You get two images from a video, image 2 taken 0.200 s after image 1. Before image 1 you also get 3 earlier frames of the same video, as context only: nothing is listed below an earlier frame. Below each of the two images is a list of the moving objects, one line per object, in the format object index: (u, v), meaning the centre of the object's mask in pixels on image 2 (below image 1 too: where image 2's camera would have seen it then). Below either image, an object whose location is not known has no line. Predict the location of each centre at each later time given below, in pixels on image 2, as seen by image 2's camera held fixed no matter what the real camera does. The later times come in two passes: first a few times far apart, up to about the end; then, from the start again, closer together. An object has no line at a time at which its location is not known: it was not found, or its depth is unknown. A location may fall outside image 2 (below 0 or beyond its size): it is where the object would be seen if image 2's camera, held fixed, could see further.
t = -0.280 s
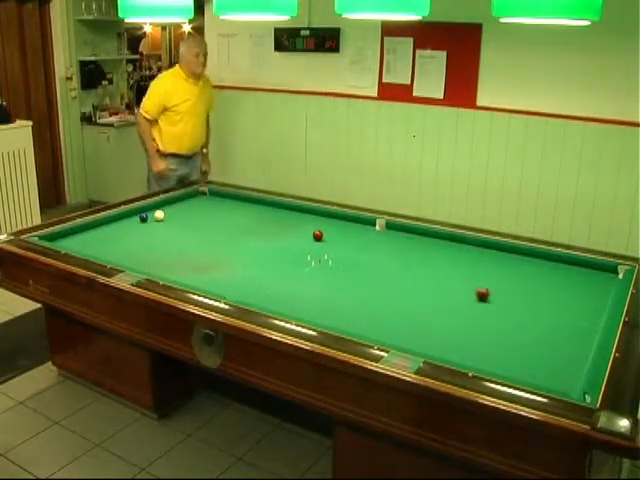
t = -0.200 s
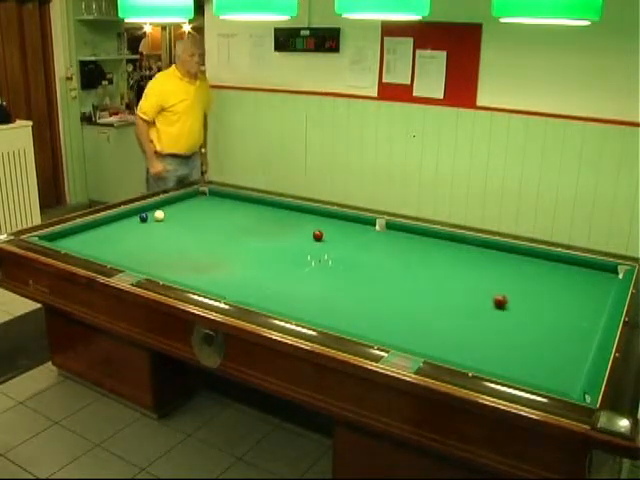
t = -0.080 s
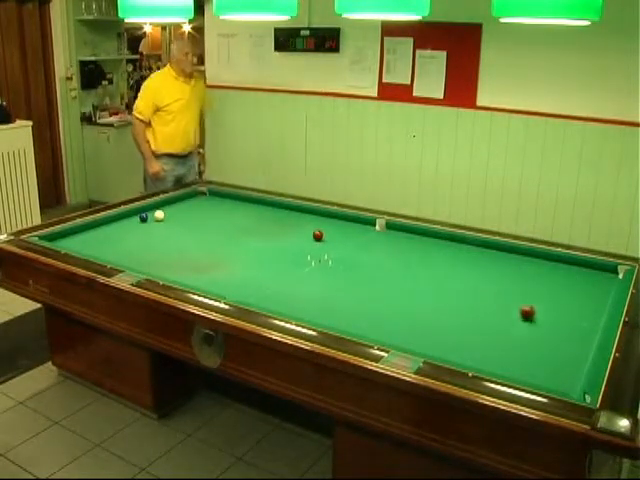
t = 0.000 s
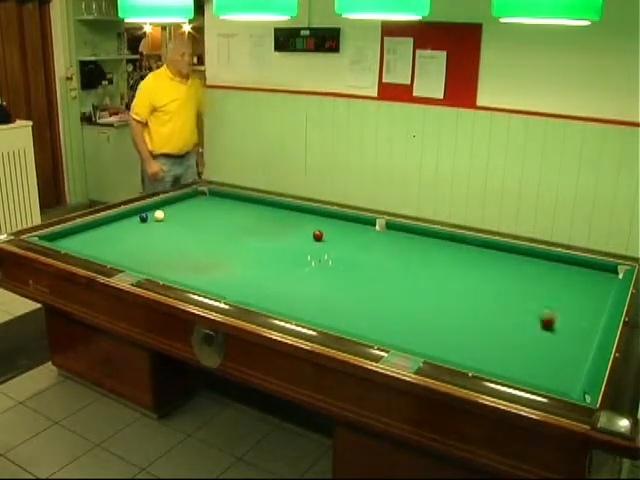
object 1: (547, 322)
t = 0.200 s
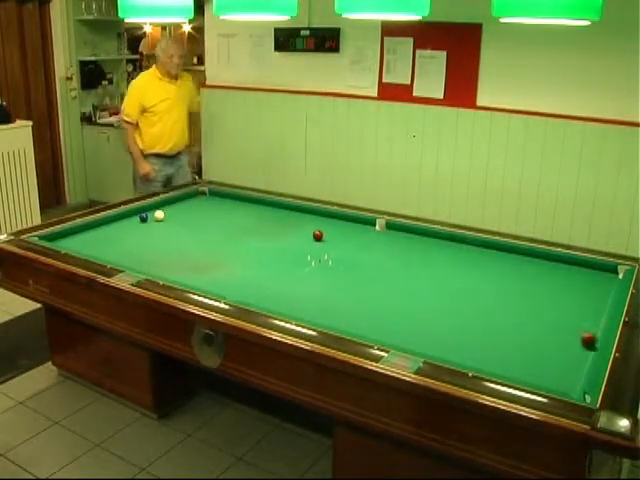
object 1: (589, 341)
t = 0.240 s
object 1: (580, 340)
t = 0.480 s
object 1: (532, 337)
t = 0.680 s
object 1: (495, 335)
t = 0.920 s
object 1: (450, 332)
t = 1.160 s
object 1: (407, 329)
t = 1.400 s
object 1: (365, 327)
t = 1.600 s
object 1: (331, 321)
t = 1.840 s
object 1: (296, 314)
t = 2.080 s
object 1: (277, 306)
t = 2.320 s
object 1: (259, 298)
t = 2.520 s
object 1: (245, 292)
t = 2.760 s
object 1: (229, 284)
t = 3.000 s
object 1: (216, 277)
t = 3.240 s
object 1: (203, 270)
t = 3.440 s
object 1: (193, 265)
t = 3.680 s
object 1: (182, 259)
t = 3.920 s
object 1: (173, 253)
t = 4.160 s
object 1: (163, 248)
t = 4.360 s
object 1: (156, 244)
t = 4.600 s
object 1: (148, 240)
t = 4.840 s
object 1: (141, 236)
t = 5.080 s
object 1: (134, 232)
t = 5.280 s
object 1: (129, 229)
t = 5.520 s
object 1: (124, 227)
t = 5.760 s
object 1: (119, 223)
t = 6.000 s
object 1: (114, 220)
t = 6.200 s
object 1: (115, 220)
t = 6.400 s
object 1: (120, 220)
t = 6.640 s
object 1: (127, 220)
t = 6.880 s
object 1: (131, 221)
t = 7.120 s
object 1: (137, 221)
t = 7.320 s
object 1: (140, 221)
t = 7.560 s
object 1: (143, 221)
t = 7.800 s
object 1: (146, 221)
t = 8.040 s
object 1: (149, 222)
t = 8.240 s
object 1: (152, 222)
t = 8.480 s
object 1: (153, 223)
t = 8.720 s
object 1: (155, 223)
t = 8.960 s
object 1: (156, 223)
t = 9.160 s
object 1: (156, 223)
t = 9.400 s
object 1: (157, 223)
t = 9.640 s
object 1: (157, 223)
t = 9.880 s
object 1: (157, 222)
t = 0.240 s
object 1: (580, 340)
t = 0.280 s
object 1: (571, 339)
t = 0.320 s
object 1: (562, 339)
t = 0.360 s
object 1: (555, 339)
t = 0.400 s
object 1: (547, 338)
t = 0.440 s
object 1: (540, 338)
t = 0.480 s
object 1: (532, 337)
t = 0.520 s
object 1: (525, 337)
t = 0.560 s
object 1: (518, 336)
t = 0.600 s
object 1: (510, 336)
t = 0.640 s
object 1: (502, 335)
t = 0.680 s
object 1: (495, 335)
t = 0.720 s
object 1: (488, 334)
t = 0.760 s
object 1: (480, 334)
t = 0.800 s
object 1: (473, 334)
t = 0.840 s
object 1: (465, 333)
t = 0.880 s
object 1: (458, 332)
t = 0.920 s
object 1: (450, 332)
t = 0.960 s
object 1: (443, 331)
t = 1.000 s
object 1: (436, 331)
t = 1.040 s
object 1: (429, 330)
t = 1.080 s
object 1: (421, 330)
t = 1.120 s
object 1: (414, 329)
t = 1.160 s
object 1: (407, 329)
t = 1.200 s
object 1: (400, 328)
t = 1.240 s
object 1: (393, 328)
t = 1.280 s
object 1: (386, 328)
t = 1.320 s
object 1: (379, 327)
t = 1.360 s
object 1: (372, 326)
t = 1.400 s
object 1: (365, 327)
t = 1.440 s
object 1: (358, 326)
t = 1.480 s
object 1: (351, 325)
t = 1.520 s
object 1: (344, 323)
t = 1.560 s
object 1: (337, 322)
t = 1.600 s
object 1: (331, 321)
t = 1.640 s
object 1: (325, 320)
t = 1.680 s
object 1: (319, 319)
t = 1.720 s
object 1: (312, 317)
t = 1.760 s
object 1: (304, 317)
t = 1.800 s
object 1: (300, 315)
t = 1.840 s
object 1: (296, 314)
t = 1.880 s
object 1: (294, 312)
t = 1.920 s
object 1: (290, 311)
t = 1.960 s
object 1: (287, 310)
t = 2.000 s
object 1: (283, 308)
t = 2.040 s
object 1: (280, 307)
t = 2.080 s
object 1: (277, 306)
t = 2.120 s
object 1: (273, 304)
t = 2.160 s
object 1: (271, 303)
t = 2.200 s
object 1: (267, 302)
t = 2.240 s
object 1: (264, 300)
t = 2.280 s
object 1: (261, 299)
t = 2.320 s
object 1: (259, 298)
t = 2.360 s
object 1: (256, 297)
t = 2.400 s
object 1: (253, 295)
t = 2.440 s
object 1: (250, 294)
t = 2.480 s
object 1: (247, 293)
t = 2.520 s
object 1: (245, 292)
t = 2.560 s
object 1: (242, 290)
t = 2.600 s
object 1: (240, 289)
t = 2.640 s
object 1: (237, 287)
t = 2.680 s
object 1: (234, 286)
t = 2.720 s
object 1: (232, 285)
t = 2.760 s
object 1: (229, 284)
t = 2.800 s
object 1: (227, 283)
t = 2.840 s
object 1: (225, 281)
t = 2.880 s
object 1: (223, 280)
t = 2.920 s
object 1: (220, 279)
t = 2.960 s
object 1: (218, 278)
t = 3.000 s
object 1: (216, 277)
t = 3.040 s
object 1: (214, 275)
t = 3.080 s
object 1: (211, 274)
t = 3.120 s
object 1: (209, 273)
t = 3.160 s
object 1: (207, 272)
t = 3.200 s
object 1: (205, 271)
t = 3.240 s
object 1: (203, 270)
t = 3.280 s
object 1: (201, 269)
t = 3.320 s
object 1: (199, 267)
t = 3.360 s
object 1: (197, 267)
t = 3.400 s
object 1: (195, 266)
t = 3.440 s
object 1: (193, 265)
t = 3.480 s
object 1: (191, 263)
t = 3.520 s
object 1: (189, 263)
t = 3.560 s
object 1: (188, 262)
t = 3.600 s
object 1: (186, 261)
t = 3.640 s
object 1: (184, 261)
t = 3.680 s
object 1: (182, 259)
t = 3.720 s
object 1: (181, 258)
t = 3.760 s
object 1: (179, 257)
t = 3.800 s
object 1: (177, 256)
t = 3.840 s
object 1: (176, 255)
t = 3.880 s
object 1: (174, 254)
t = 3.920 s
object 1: (173, 253)
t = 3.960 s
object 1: (171, 252)
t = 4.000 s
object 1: (170, 252)
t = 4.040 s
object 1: (168, 251)
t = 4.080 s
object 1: (166, 250)
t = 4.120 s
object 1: (165, 249)
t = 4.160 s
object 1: (163, 248)
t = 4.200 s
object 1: (162, 247)
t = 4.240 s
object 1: (161, 247)
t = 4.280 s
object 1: (159, 246)
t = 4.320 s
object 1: (157, 246)
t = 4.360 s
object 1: (156, 244)
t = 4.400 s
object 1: (155, 244)
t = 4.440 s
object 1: (153, 243)
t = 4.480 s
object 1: (152, 242)
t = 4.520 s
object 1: (151, 241)
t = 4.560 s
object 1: (150, 241)
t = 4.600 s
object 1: (148, 240)
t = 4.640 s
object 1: (147, 239)
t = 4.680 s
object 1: (146, 239)
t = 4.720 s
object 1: (145, 238)
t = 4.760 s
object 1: (144, 238)
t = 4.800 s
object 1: (142, 237)
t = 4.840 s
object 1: (141, 236)
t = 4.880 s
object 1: (140, 235)
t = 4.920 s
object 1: (139, 235)
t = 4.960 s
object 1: (138, 234)
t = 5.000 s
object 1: (136, 233)
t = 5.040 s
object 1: (136, 233)
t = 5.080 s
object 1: (134, 232)
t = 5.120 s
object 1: (133, 232)
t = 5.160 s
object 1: (132, 231)
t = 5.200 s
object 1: (132, 231)
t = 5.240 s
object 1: (130, 230)
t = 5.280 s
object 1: (129, 229)
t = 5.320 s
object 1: (128, 229)
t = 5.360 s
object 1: (128, 228)
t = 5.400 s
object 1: (126, 228)
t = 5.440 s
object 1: (126, 228)
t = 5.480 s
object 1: (125, 227)
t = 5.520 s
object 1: (124, 227)
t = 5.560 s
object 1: (123, 226)
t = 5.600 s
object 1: (122, 226)
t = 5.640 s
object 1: (121, 225)
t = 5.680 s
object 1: (121, 225)
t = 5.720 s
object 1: (119, 223)
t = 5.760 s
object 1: (119, 223)
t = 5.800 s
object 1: (118, 223)
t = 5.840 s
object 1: (117, 222)
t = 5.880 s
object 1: (116, 222)
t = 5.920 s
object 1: (116, 221)
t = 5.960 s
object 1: (115, 220)
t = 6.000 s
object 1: (114, 220)
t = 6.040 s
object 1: (111, 220)
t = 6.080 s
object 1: (111, 220)
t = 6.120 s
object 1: (111, 220)
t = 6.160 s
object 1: (113, 220)
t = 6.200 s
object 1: (115, 220)
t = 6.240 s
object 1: (117, 220)
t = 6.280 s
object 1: (116, 220)
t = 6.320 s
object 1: (118, 220)
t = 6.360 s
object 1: (120, 220)
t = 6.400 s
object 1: (120, 220)
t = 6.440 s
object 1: (122, 220)
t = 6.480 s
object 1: (124, 221)
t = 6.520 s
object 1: (124, 220)
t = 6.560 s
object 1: (125, 220)
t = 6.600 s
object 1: (126, 220)
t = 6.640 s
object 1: (127, 220)
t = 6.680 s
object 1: (127, 220)
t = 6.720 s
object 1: (128, 221)
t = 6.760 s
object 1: (129, 220)
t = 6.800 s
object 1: (130, 220)
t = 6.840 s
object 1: (131, 221)
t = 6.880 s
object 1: (131, 221)
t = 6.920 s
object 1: (132, 221)
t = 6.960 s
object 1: (133, 221)
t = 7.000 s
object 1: (135, 221)
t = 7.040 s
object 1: (135, 221)
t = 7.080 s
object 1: (136, 221)
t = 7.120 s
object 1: (137, 221)
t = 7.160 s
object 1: (138, 221)
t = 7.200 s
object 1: (138, 221)
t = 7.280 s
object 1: (139, 221)
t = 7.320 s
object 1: (140, 221)
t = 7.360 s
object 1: (140, 221)
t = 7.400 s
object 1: (140, 221)
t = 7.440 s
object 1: (142, 221)
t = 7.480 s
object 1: (142, 221)
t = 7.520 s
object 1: (143, 221)
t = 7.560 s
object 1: (143, 221)
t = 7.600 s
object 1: (144, 221)
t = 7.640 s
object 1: (144, 221)
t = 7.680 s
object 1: (144, 221)
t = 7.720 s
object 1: (145, 221)
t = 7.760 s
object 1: (145, 221)
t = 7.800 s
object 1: (146, 221)
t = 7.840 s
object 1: (146, 221)
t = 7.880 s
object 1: (147, 221)
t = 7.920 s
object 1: (148, 222)
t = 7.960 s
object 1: (149, 222)
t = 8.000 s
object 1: (149, 222)
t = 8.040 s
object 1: (149, 222)
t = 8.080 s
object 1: (150, 222)
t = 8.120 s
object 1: (150, 222)
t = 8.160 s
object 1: (151, 222)
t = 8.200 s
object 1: (151, 222)
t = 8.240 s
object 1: (152, 222)
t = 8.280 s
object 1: (152, 223)
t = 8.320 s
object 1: (153, 222)
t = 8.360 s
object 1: (153, 222)
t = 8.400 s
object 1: (153, 222)
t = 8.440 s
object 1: (153, 222)
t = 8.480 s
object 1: (153, 223)
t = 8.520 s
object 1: (154, 223)
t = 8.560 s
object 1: (154, 223)
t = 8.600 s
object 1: (154, 223)
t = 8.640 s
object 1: (154, 223)
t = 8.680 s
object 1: (155, 223)
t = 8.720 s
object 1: (155, 223)
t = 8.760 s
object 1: (155, 223)
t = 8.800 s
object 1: (156, 223)
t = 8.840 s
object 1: (156, 223)
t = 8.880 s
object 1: (156, 223)
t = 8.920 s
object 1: (156, 223)
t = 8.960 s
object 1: (156, 223)
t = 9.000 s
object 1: (156, 223)
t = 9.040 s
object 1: (156, 223)
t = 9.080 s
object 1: (156, 223)
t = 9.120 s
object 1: (156, 223)
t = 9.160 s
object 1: (156, 223)
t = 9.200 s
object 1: (157, 223)
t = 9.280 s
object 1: (157, 223)
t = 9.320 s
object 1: (157, 223)
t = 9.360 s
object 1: (157, 223)
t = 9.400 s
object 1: (157, 223)
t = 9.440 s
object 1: (157, 223)
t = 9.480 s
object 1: (157, 223)
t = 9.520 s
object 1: (157, 223)
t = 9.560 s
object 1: (157, 223)
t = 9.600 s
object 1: (157, 223)
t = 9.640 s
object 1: (157, 223)
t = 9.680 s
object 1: (157, 223)
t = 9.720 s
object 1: (157, 223)
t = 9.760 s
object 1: (157, 222)
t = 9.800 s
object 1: (157, 222)
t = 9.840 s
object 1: (157, 222)
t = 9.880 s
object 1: (157, 222)
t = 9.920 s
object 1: (157, 222)
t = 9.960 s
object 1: (157, 222)
